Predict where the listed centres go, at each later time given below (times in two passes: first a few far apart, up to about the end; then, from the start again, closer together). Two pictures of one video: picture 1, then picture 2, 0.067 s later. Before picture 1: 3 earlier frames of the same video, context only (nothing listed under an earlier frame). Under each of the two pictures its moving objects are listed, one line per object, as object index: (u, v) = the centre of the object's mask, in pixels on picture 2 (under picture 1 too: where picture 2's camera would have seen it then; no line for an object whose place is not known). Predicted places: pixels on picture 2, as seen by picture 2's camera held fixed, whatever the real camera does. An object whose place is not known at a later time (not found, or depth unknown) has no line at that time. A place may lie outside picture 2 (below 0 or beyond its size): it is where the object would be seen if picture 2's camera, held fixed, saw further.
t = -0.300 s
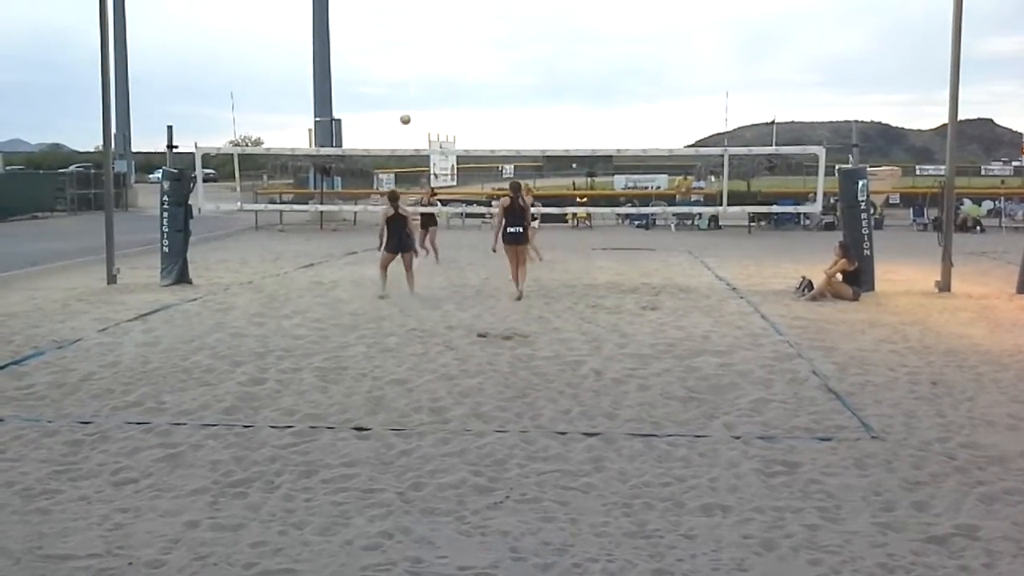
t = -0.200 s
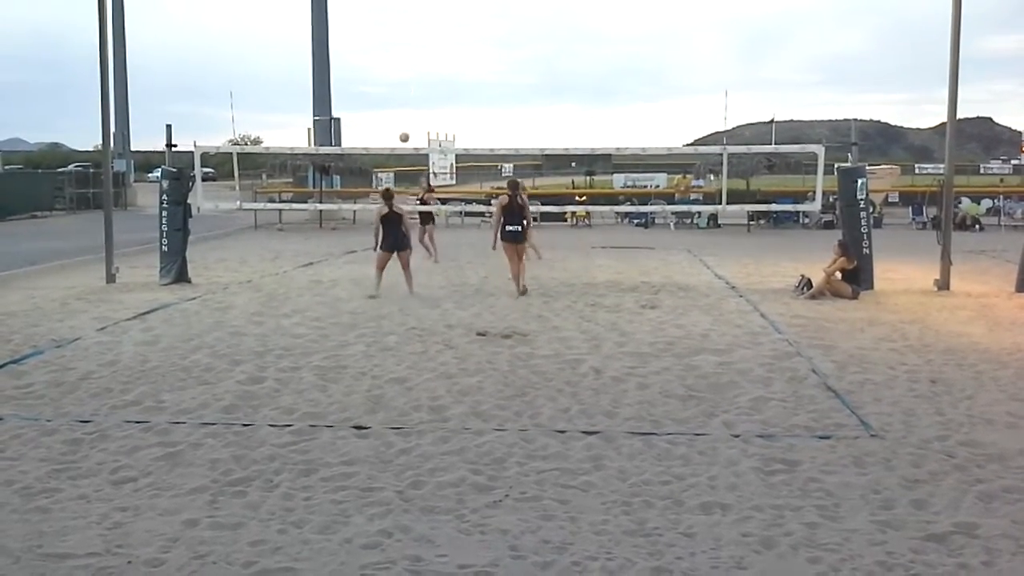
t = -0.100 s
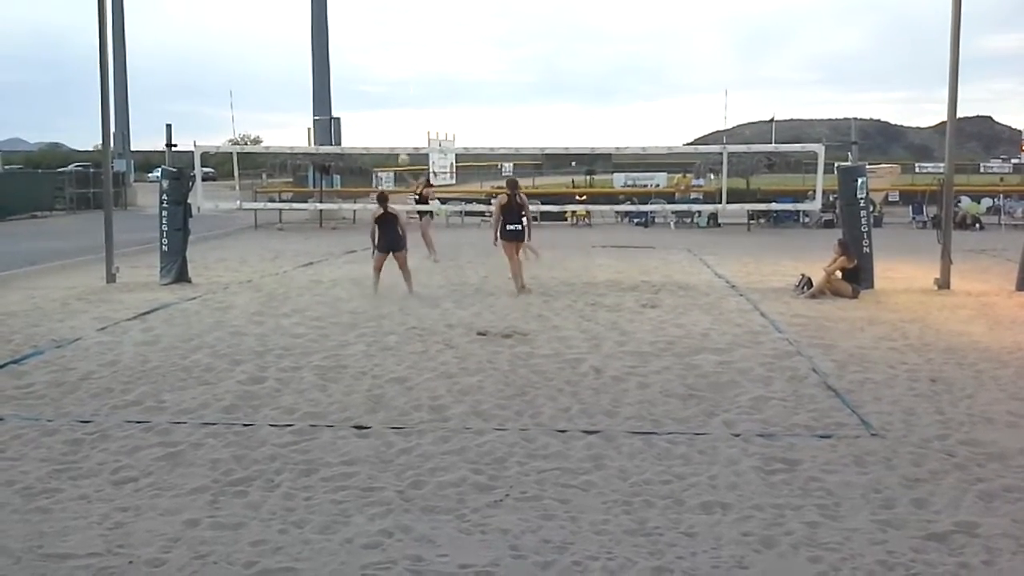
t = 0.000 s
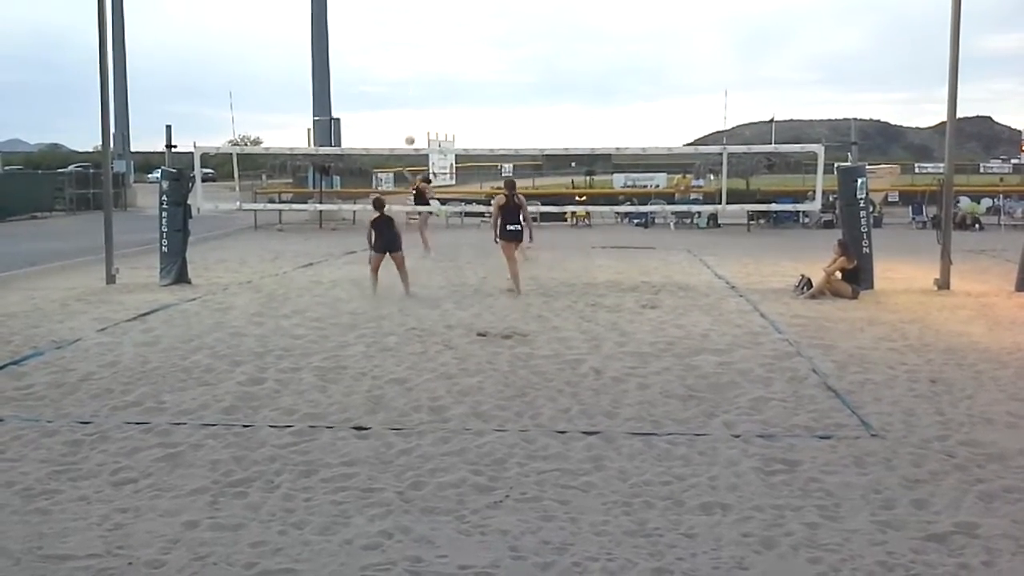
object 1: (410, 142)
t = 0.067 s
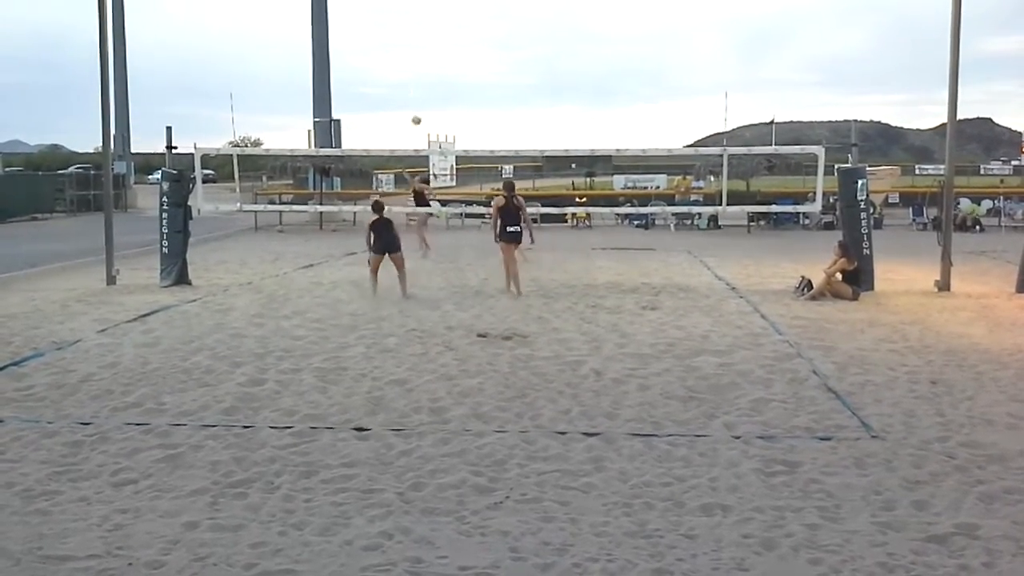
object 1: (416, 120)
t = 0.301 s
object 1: (435, 60)
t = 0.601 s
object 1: (459, 19)
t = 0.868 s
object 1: (479, 20)
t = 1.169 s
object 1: (502, 65)
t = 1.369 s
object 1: (515, 121)
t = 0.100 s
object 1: (419, 110)
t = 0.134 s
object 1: (422, 102)
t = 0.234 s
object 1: (430, 74)
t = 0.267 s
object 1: (432, 67)
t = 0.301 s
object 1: (435, 60)
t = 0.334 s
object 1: (438, 53)
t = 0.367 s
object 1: (440, 47)
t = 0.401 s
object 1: (443, 42)
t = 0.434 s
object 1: (446, 37)
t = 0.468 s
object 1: (448, 32)
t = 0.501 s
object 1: (451, 28)
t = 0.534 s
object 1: (453, 25)
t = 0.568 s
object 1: (456, 22)
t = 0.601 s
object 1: (459, 19)
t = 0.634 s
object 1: (461, 17)
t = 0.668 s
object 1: (464, 16)
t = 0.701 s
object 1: (466, 15)
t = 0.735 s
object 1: (469, 15)
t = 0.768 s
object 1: (471, 15)
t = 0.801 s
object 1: (474, 16)
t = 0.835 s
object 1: (477, 18)
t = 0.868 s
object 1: (479, 20)
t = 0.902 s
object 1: (482, 23)
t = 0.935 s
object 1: (484, 26)
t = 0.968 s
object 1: (487, 30)
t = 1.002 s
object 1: (489, 34)
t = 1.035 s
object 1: (492, 39)
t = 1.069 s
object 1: (494, 45)
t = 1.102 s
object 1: (497, 51)
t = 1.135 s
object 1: (499, 58)
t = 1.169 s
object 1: (502, 65)
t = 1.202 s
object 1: (504, 73)
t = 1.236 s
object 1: (506, 82)
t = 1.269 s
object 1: (509, 91)
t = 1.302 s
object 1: (511, 100)
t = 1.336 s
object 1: (513, 110)
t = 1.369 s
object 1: (515, 121)
